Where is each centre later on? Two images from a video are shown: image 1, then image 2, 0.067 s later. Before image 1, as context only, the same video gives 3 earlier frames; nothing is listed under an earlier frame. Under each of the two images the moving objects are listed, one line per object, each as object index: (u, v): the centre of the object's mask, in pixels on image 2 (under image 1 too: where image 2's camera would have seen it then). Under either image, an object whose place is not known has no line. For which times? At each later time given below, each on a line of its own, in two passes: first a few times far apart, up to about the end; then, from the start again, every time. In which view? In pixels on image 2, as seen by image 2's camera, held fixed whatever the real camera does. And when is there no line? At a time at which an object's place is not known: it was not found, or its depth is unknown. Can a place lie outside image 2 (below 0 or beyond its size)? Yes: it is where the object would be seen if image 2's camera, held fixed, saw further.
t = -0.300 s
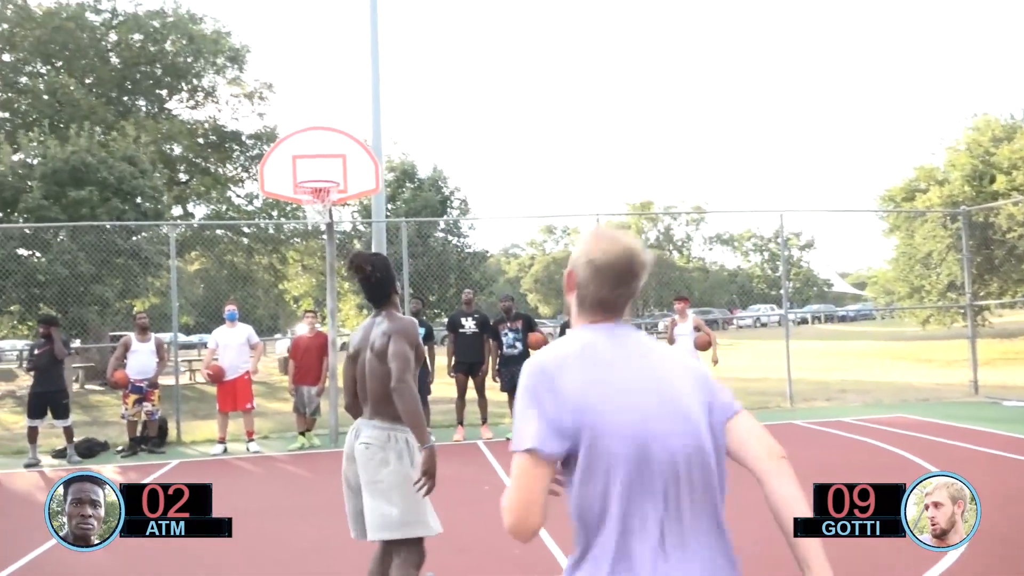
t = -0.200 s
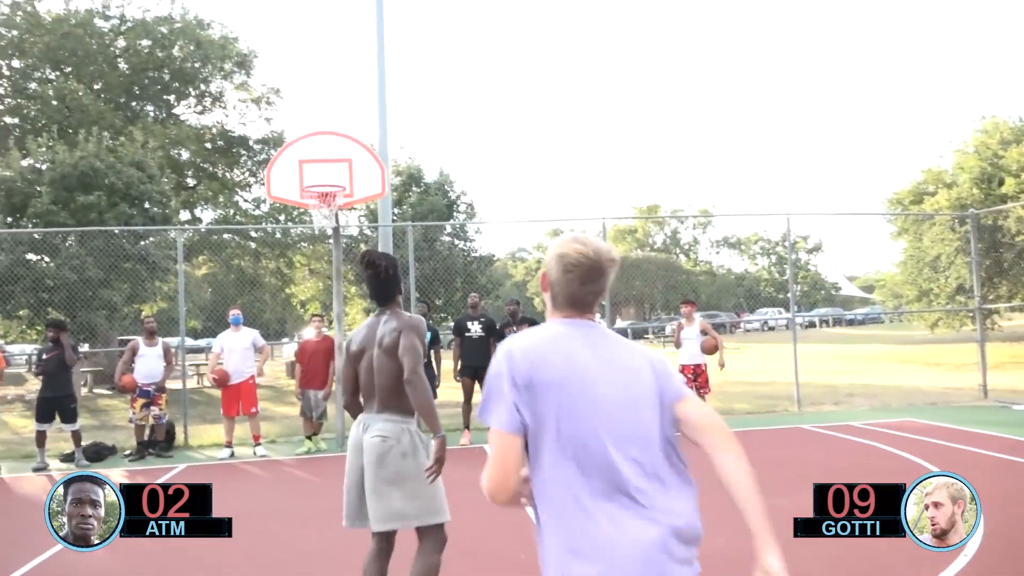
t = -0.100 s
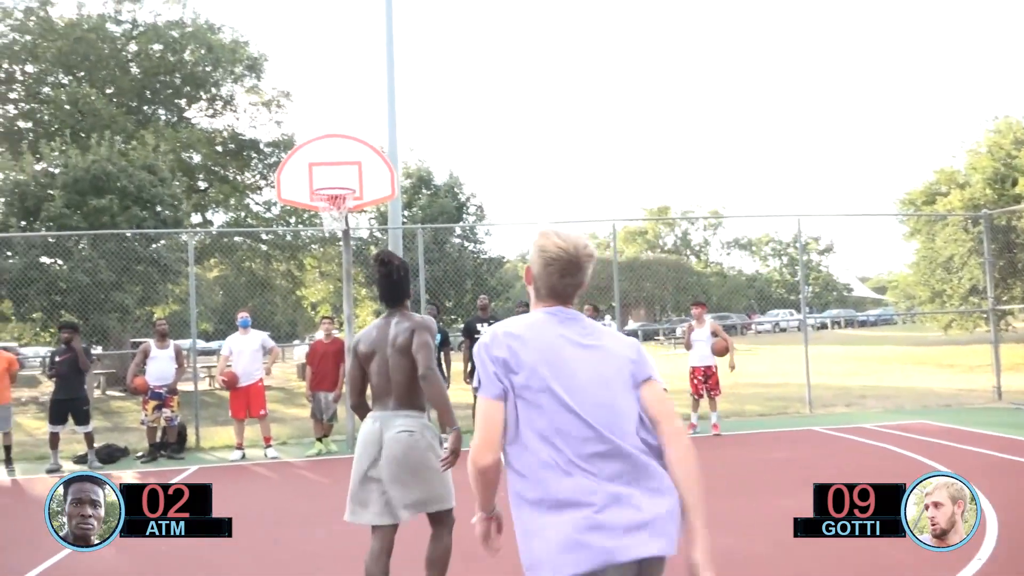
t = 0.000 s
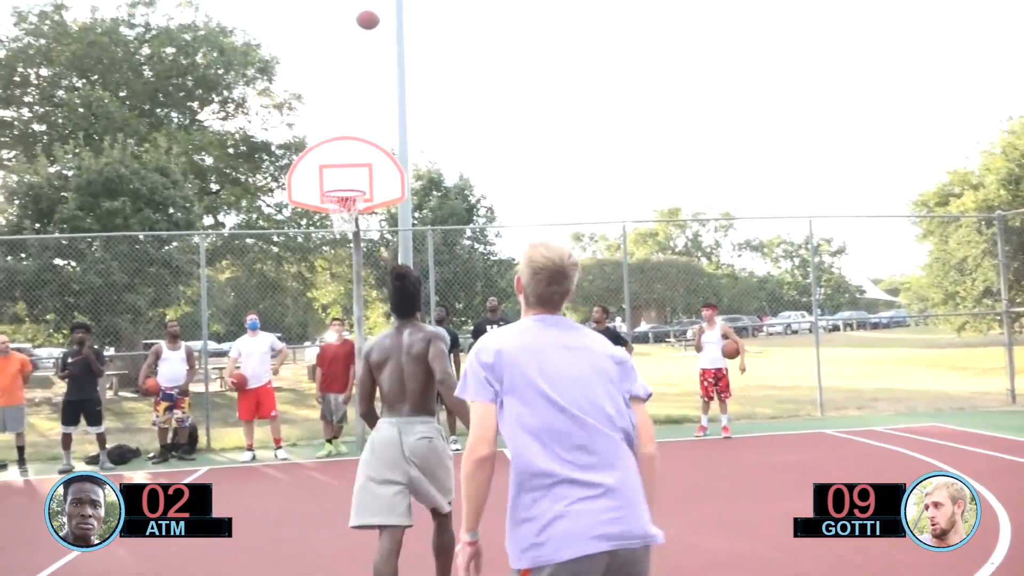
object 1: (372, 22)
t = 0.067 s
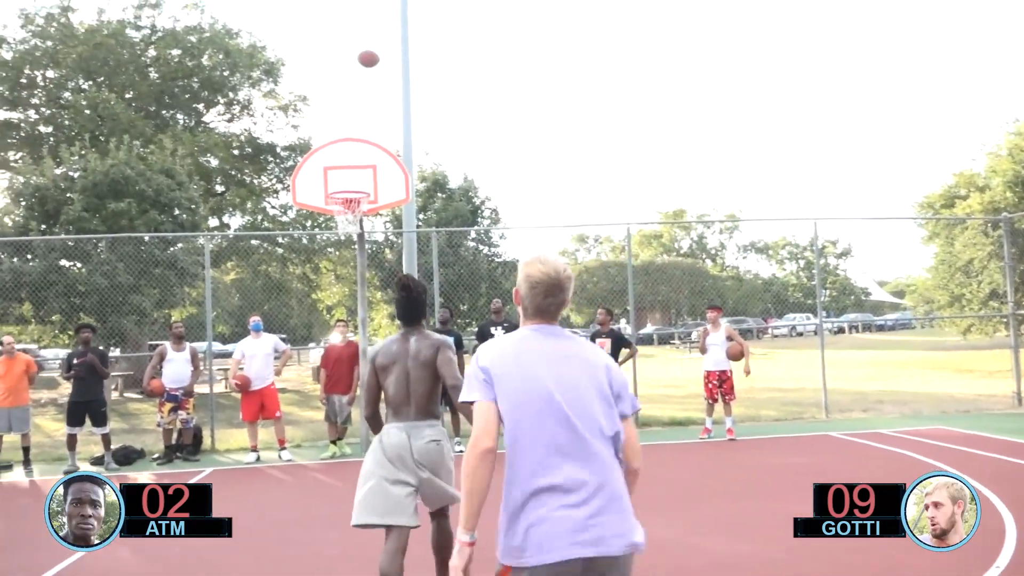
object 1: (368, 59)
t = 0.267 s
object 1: (358, 176)
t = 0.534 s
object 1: (317, 159)
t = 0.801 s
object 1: (259, 159)
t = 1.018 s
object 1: (206, 212)
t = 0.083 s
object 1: (367, 68)
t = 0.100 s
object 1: (366, 78)
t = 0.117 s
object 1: (365, 87)
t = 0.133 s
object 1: (364, 97)
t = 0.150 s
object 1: (363, 107)
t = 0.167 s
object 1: (363, 116)
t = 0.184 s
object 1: (362, 126)
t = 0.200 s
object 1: (361, 136)
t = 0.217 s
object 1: (360, 146)
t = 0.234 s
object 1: (359, 155)
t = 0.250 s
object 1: (359, 165)
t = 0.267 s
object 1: (358, 176)
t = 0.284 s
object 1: (357, 183)
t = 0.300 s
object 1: (356, 186)
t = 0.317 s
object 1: (354, 186)
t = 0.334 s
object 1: (352, 187)
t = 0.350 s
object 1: (351, 187)
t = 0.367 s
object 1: (348, 186)
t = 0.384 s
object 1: (345, 184)
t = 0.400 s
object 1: (342, 181)
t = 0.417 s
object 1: (339, 178)
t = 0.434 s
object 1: (336, 176)
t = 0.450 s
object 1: (332, 172)
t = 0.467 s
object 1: (329, 169)
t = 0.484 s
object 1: (327, 166)
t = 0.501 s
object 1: (323, 164)
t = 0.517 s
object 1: (320, 161)
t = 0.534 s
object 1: (317, 159)
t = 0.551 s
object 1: (313, 156)
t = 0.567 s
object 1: (310, 155)
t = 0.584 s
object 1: (306, 153)
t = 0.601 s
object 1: (303, 152)
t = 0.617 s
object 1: (300, 152)
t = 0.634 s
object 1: (296, 151)
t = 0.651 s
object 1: (292, 151)
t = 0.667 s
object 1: (289, 151)
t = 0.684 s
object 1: (286, 150)
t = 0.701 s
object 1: (282, 151)
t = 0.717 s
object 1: (278, 152)
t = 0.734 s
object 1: (275, 153)
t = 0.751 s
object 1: (271, 154)
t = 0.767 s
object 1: (266, 155)
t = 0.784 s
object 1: (262, 156)
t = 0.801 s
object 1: (259, 159)
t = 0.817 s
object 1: (254, 161)
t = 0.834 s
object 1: (251, 164)
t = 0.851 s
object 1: (247, 166)
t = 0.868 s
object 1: (243, 170)
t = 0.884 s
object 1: (238, 173)
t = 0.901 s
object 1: (234, 177)
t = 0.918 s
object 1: (231, 181)
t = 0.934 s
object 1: (227, 185)
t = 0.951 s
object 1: (223, 190)
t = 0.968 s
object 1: (219, 196)
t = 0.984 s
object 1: (215, 201)
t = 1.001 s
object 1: (210, 207)
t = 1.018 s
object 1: (206, 212)
